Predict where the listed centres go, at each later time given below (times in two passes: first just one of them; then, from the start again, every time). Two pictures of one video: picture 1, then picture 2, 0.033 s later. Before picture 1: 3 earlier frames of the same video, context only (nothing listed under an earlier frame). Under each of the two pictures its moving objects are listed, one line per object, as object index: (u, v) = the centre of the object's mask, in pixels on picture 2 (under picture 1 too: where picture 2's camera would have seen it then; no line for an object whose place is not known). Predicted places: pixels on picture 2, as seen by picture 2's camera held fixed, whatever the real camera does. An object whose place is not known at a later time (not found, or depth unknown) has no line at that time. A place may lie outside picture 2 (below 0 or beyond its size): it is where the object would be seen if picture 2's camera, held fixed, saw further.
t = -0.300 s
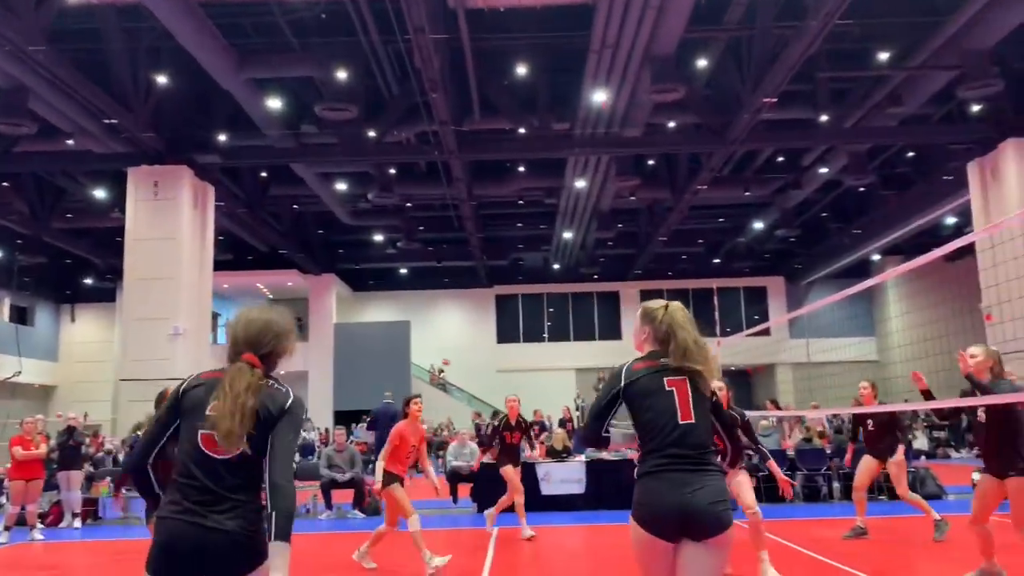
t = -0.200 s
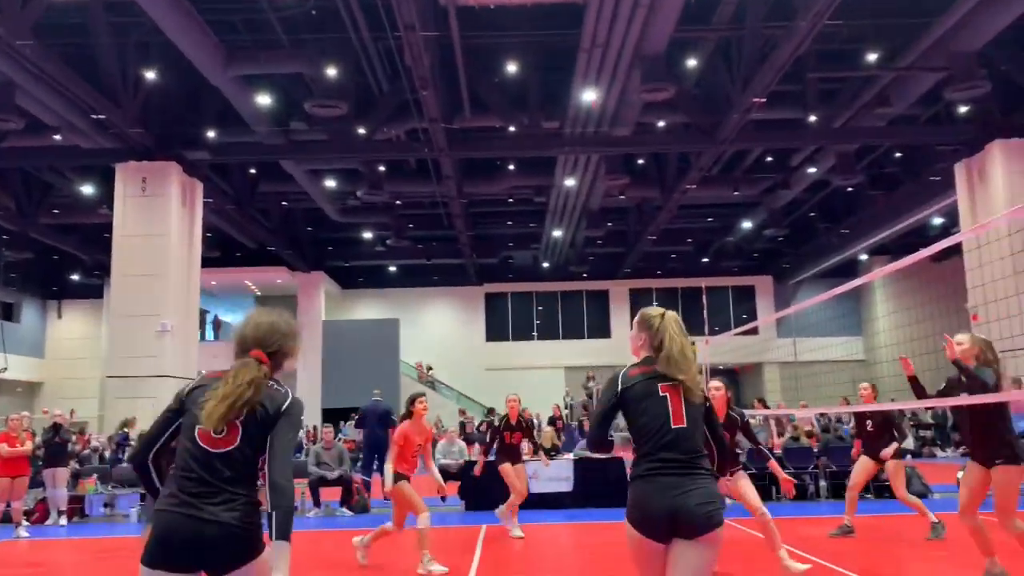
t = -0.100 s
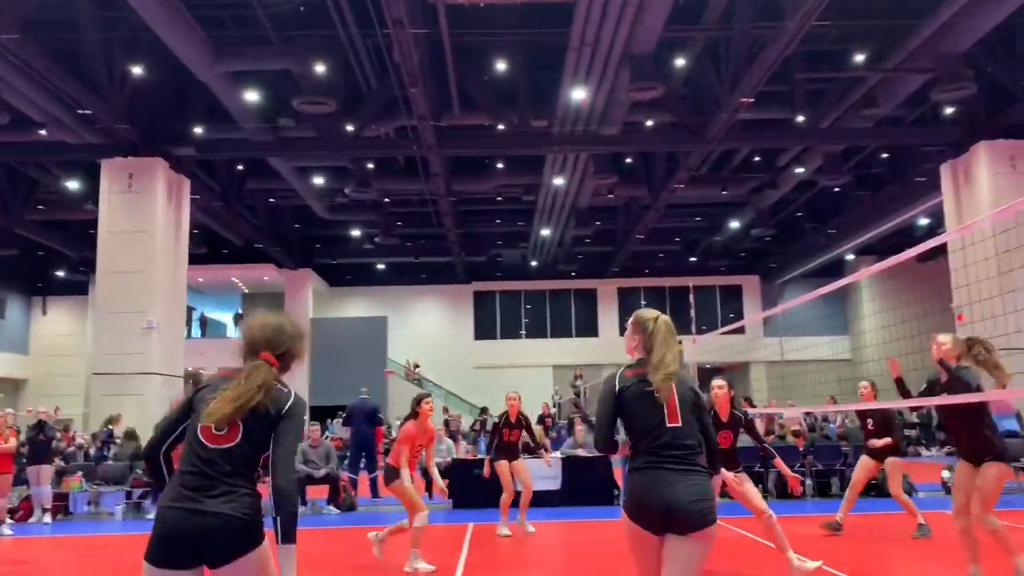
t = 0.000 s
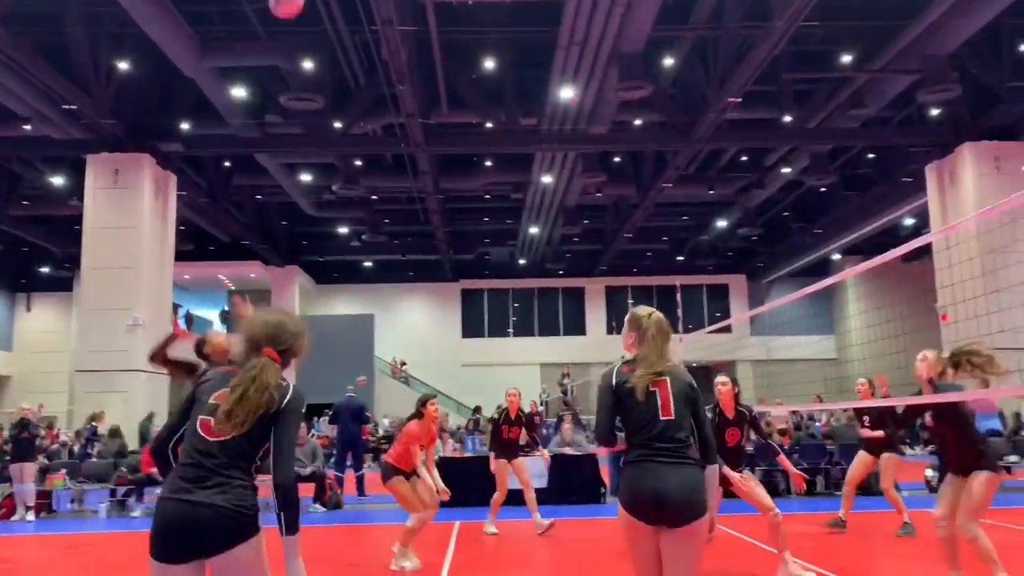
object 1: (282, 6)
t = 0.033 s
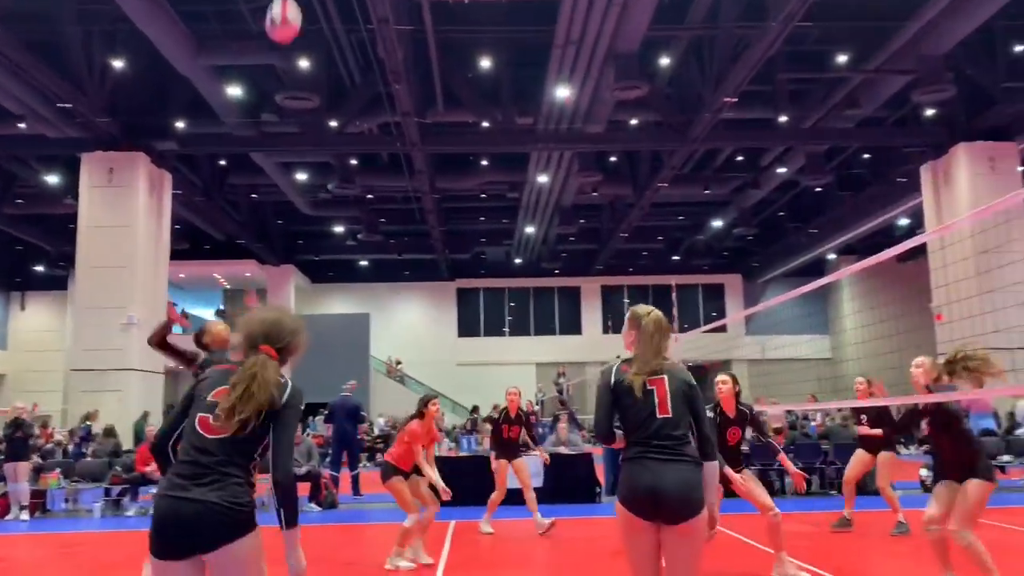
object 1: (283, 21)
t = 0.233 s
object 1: (289, 199)
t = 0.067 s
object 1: (284, 47)
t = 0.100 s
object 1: (285, 75)
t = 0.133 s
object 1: (286, 105)
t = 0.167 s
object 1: (287, 134)
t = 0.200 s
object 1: (287, 166)
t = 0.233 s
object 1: (289, 199)
